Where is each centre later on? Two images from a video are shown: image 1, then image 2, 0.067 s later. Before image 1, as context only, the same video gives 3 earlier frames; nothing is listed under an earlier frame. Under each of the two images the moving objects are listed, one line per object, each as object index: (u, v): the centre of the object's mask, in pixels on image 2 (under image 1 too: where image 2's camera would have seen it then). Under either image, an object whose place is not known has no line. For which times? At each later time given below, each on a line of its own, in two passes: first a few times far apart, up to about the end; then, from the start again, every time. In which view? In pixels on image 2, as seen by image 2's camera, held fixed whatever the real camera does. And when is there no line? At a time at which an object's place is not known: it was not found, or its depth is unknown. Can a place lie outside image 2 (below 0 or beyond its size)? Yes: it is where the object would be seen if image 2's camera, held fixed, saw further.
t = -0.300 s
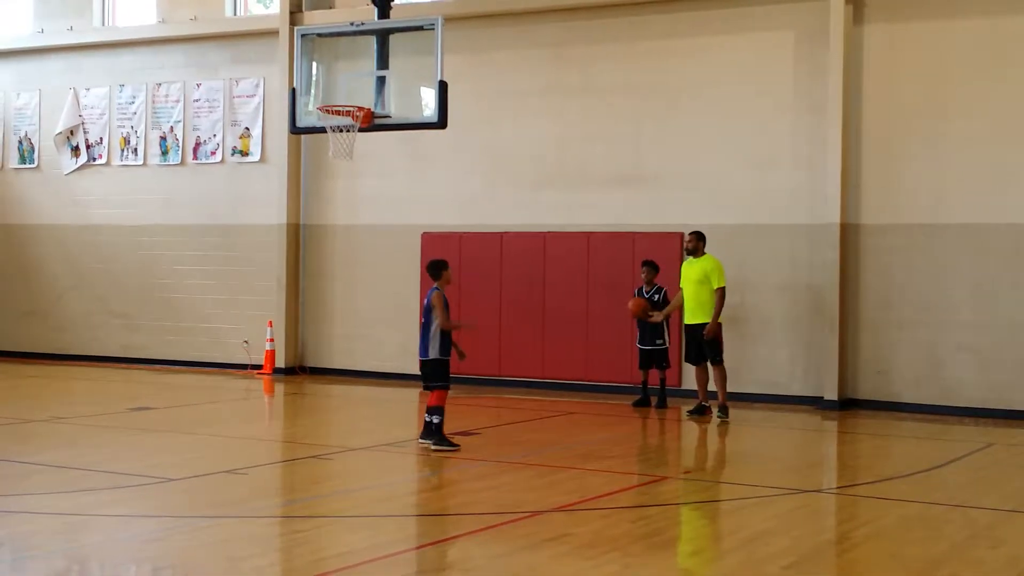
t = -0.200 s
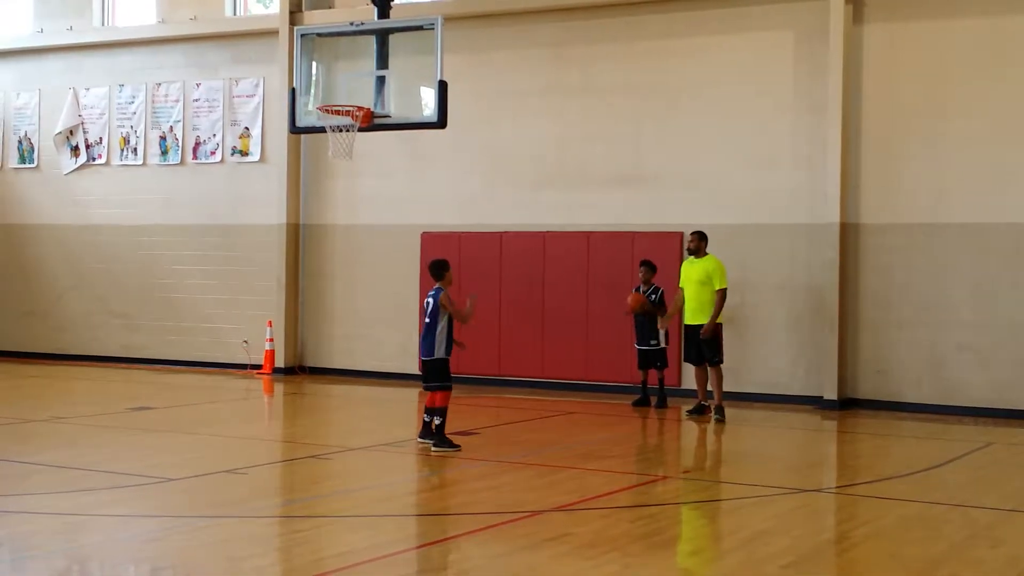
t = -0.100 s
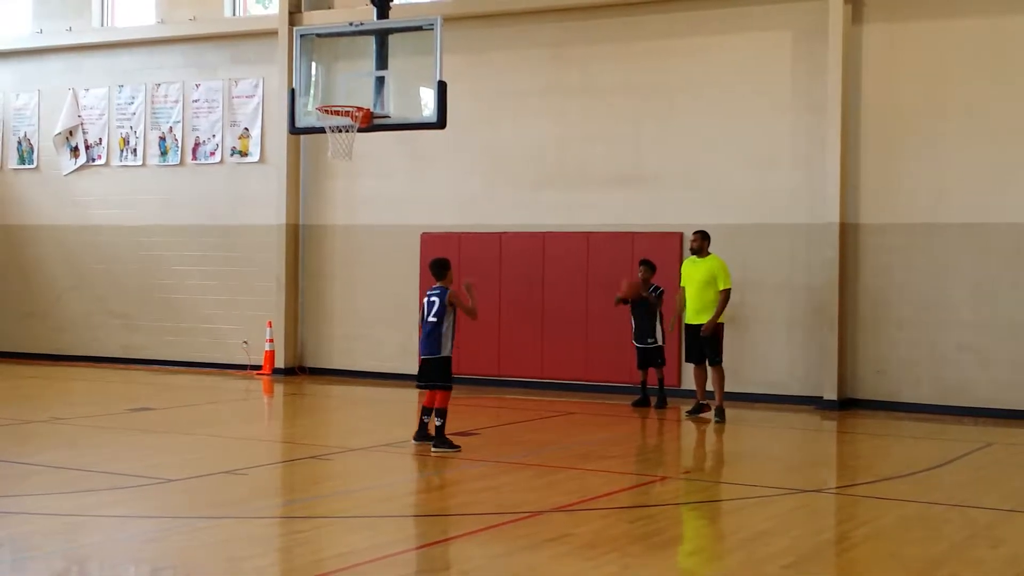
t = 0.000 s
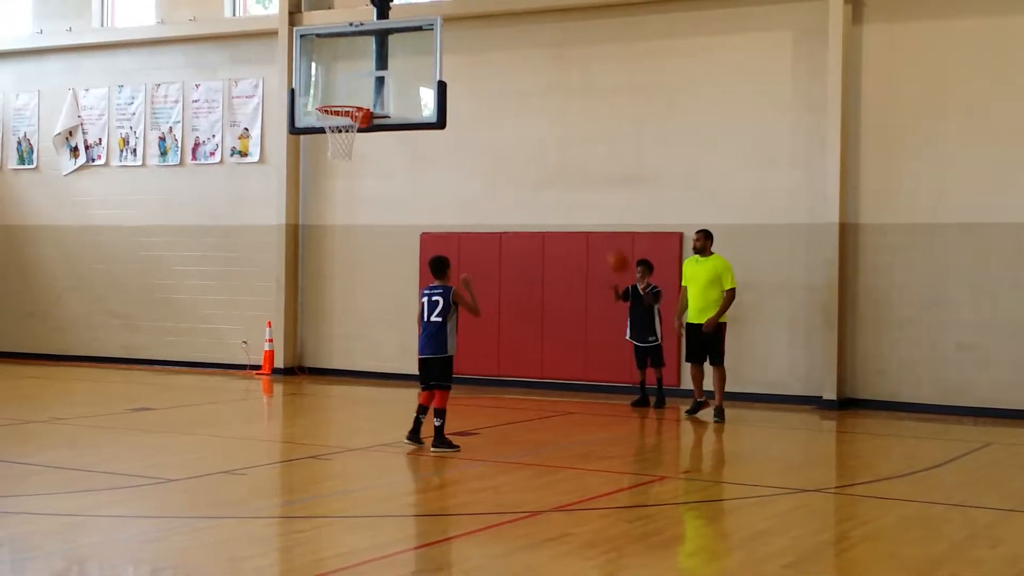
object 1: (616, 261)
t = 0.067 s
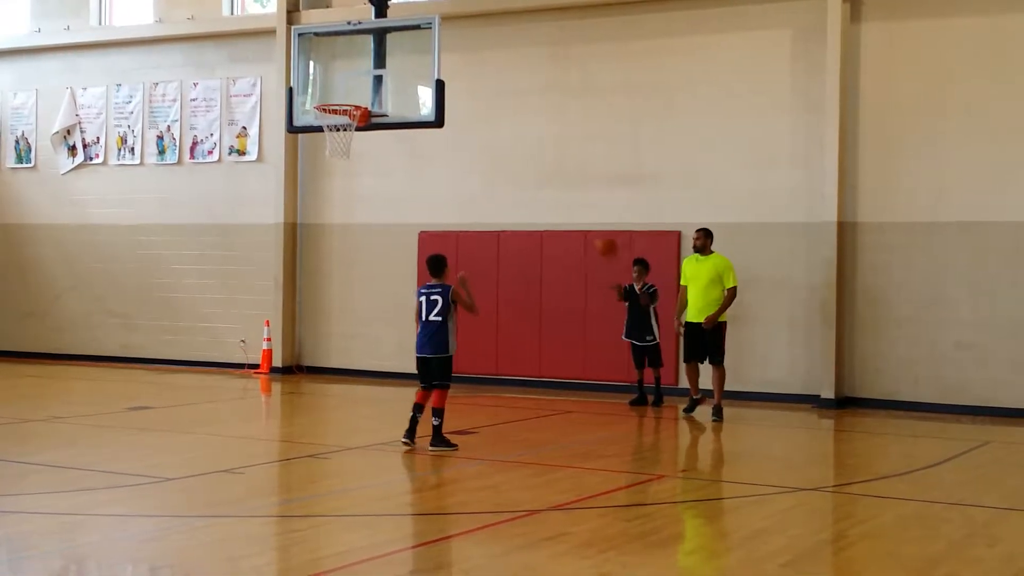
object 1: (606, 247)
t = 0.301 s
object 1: (568, 224)
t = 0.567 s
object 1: (516, 268)
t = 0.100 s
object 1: (599, 239)
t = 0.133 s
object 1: (596, 234)
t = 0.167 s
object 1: (591, 230)
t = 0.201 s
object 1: (585, 227)
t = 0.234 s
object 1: (579, 225)
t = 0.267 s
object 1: (574, 223)
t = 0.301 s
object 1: (568, 224)
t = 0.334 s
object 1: (562, 224)
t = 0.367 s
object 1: (557, 227)
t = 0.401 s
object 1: (551, 230)
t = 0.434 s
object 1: (544, 235)
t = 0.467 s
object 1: (537, 241)
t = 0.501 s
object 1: (529, 250)
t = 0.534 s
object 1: (523, 258)
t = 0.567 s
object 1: (516, 268)
